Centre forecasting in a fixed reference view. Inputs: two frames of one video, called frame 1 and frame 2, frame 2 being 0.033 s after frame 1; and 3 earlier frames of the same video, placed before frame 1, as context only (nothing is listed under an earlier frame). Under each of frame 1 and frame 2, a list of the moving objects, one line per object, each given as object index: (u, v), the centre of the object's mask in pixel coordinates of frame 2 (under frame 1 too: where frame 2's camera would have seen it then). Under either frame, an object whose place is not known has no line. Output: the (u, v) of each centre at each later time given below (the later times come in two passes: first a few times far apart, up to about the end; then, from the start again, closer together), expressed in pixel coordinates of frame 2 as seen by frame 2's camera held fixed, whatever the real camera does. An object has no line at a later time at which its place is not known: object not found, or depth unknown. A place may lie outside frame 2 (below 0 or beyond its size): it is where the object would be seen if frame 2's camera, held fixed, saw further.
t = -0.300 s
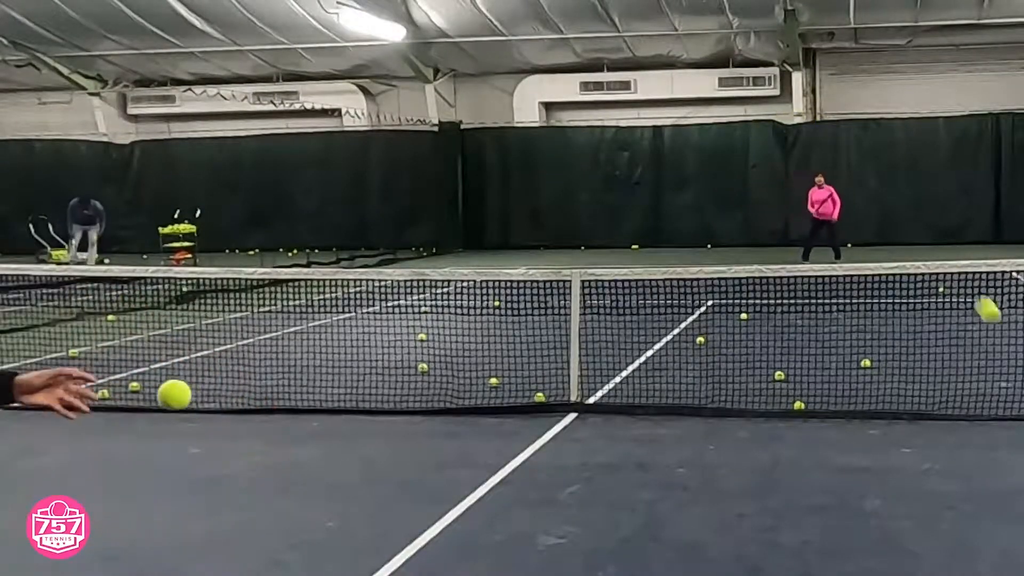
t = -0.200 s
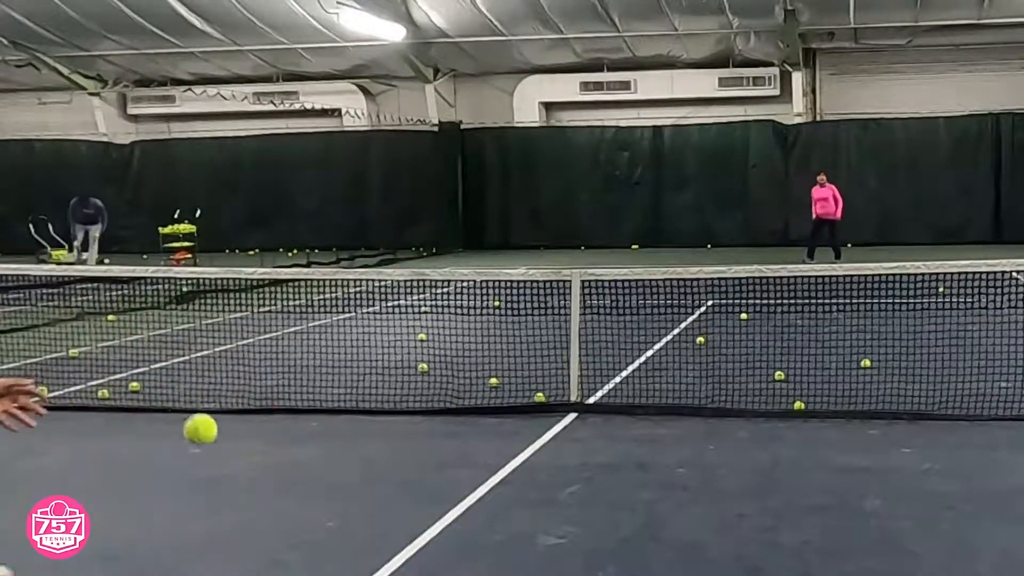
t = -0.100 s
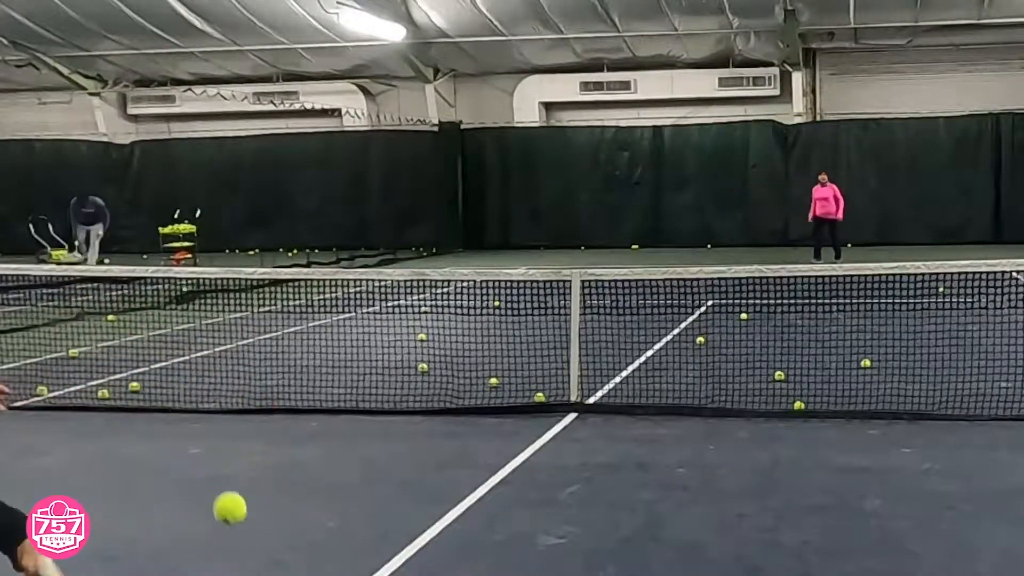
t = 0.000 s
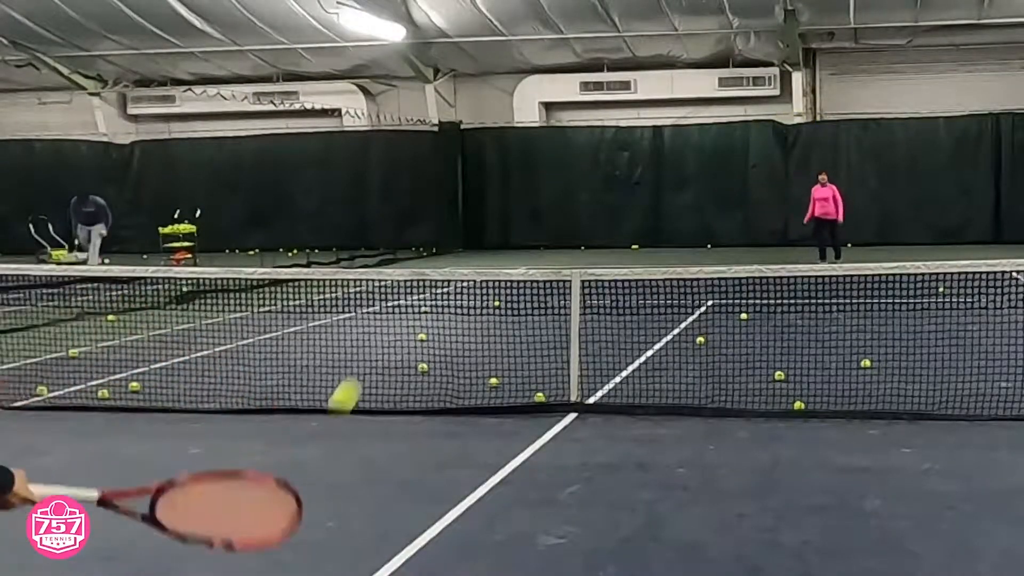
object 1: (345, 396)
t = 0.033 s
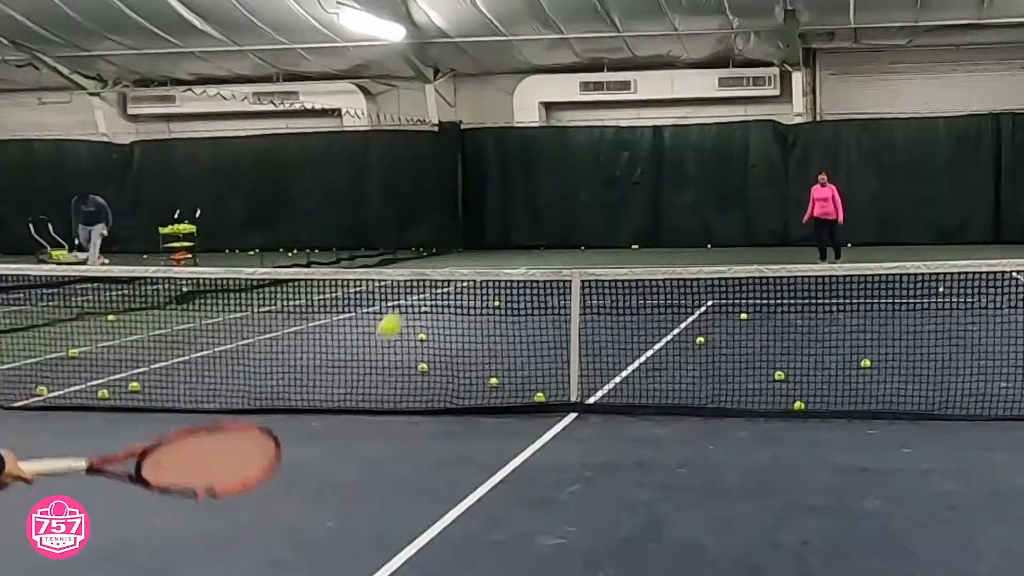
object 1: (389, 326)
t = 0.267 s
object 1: (535, 153)
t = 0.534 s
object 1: (592, 157)
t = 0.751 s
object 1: (617, 201)
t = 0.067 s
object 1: (425, 275)
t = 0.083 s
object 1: (439, 254)
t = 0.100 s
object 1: (452, 238)
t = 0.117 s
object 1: (464, 223)
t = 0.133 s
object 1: (474, 210)
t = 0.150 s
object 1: (484, 198)
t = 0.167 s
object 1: (493, 188)
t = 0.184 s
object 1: (501, 180)
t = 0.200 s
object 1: (509, 173)
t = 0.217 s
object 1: (516, 166)
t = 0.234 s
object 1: (523, 161)
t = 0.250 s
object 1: (529, 157)
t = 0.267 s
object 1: (535, 153)
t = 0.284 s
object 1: (540, 151)
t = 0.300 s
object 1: (545, 148)
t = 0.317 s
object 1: (549, 147)
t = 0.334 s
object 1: (554, 145)
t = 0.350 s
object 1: (558, 145)
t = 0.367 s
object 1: (562, 144)
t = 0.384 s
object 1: (565, 144)
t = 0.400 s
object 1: (569, 145)
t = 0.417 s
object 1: (572, 145)
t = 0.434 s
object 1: (576, 146)
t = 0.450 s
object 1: (579, 148)
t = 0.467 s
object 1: (581, 149)
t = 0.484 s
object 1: (584, 150)
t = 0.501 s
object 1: (587, 153)
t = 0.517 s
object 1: (590, 155)
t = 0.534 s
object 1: (592, 157)
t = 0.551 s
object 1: (594, 160)
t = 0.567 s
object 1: (596, 162)
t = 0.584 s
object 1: (599, 165)
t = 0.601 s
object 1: (601, 168)
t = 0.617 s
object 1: (603, 172)
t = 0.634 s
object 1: (605, 175)
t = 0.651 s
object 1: (607, 178)
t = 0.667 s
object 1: (608, 182)
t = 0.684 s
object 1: (610, 185)
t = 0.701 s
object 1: (612, 189)
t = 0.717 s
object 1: (614, 193)
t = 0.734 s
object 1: (615, 197)
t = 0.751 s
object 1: (617, 201)
